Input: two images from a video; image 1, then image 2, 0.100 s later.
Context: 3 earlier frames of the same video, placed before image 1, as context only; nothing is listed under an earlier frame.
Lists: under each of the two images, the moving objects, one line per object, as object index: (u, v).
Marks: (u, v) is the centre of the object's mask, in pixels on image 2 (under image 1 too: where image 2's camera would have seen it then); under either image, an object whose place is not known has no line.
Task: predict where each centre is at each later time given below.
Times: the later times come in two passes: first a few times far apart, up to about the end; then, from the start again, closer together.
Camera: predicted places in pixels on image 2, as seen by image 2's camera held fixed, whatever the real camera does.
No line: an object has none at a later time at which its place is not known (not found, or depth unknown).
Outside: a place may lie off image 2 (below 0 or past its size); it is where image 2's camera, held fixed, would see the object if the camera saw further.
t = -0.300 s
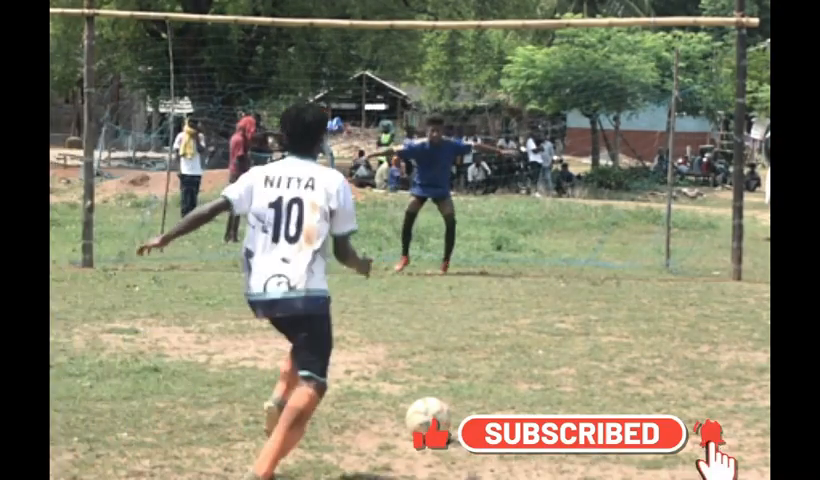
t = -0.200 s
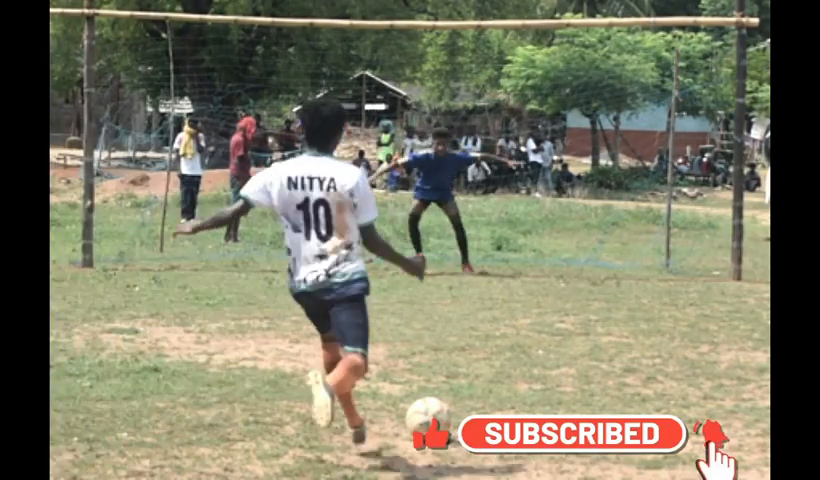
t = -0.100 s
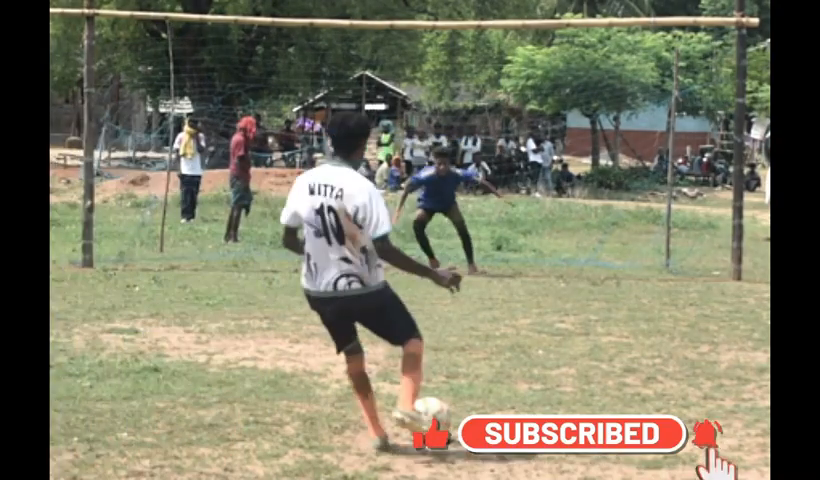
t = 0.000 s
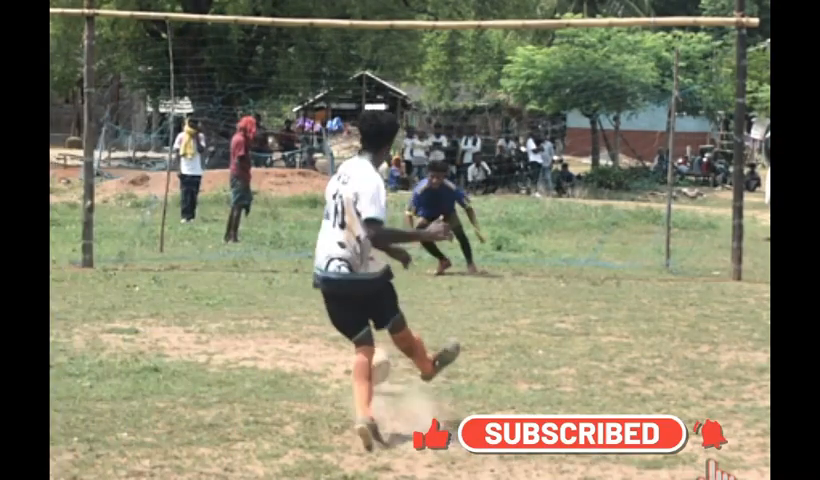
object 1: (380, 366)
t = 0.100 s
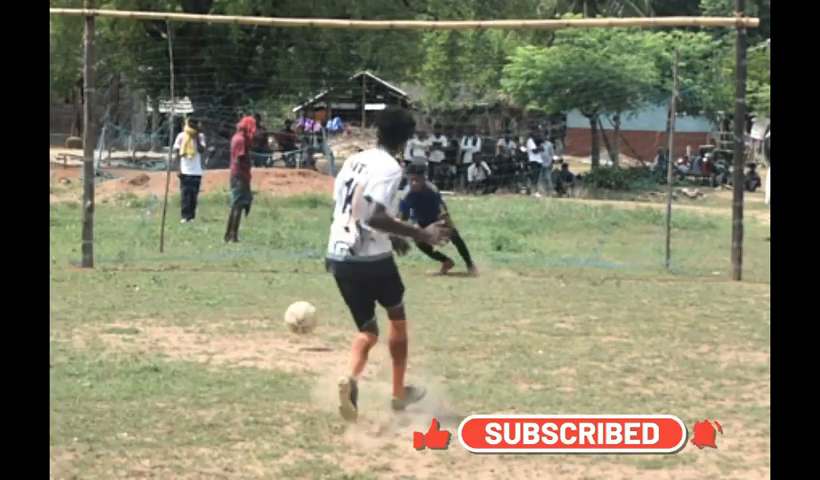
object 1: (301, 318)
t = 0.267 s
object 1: (212, 284)
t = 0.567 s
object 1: (110, 236)
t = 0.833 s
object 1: (62, 228)
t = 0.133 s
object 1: (280, 309)
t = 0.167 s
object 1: (261, 303)
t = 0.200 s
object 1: (243, 300)
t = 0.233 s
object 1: (227, 294)
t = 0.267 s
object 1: (212, 284)
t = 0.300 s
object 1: (198, 276)
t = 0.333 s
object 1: (184, 269)
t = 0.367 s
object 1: (171, 265)
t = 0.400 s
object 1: (158, 263)
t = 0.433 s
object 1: (146, 262)
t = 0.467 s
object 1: (135, 261)
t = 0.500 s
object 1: (126, 252)
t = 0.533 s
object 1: (118, 244)
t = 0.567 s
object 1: (110, 236)
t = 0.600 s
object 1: (102, 231)
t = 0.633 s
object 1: (98, 228)
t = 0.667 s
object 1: (96, 224)
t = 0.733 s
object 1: (76, 222)
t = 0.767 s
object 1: (73, 223)
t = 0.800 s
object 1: (68, 224)
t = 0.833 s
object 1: (62, 228)
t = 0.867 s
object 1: (57, 231)
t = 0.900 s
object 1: (55, 230)
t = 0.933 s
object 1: (53, 225)
